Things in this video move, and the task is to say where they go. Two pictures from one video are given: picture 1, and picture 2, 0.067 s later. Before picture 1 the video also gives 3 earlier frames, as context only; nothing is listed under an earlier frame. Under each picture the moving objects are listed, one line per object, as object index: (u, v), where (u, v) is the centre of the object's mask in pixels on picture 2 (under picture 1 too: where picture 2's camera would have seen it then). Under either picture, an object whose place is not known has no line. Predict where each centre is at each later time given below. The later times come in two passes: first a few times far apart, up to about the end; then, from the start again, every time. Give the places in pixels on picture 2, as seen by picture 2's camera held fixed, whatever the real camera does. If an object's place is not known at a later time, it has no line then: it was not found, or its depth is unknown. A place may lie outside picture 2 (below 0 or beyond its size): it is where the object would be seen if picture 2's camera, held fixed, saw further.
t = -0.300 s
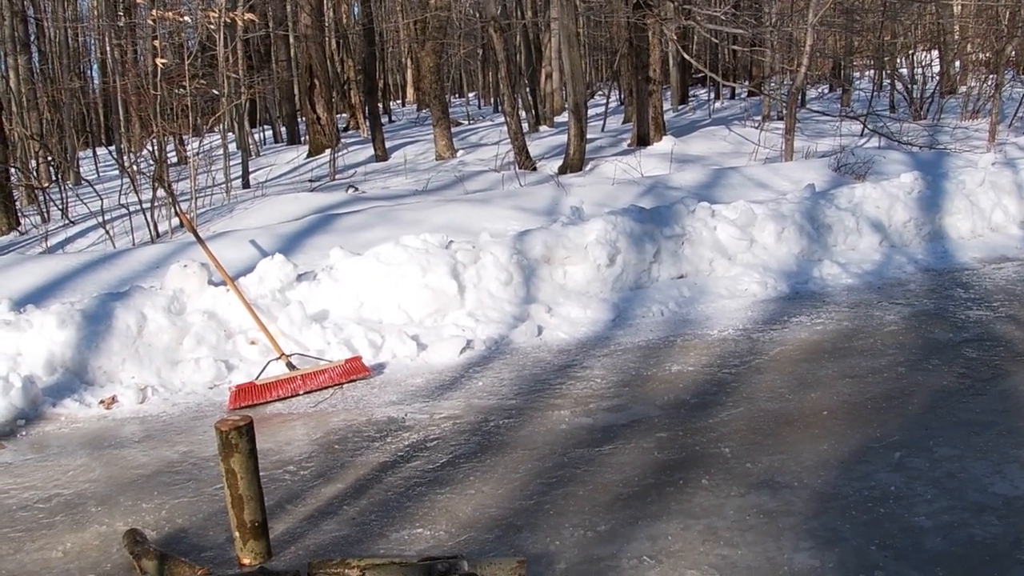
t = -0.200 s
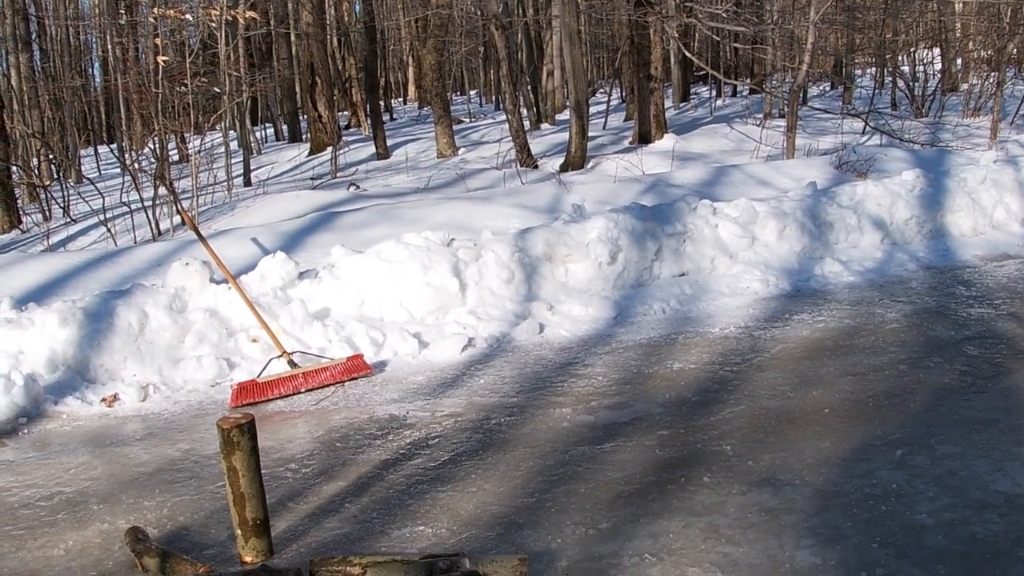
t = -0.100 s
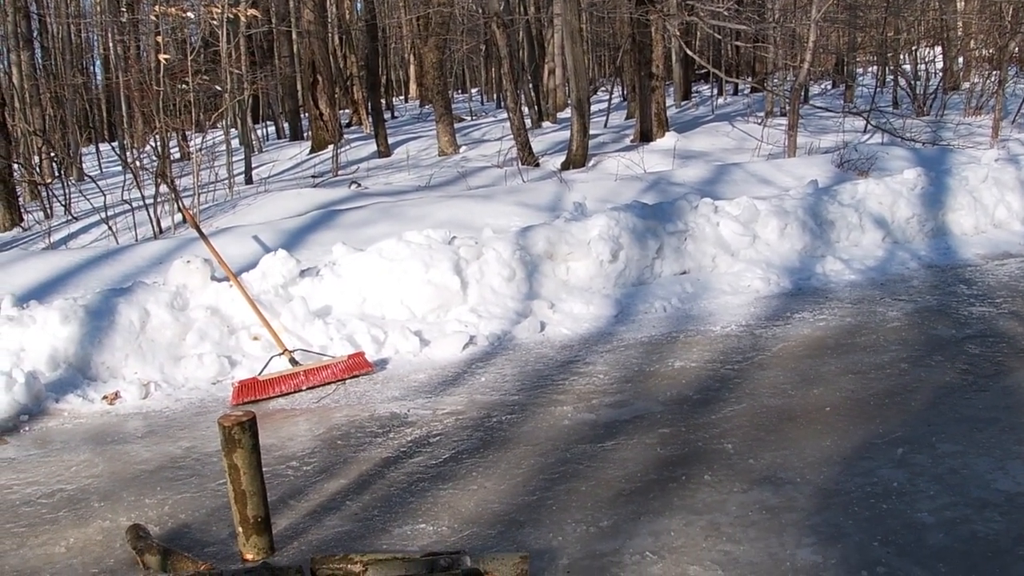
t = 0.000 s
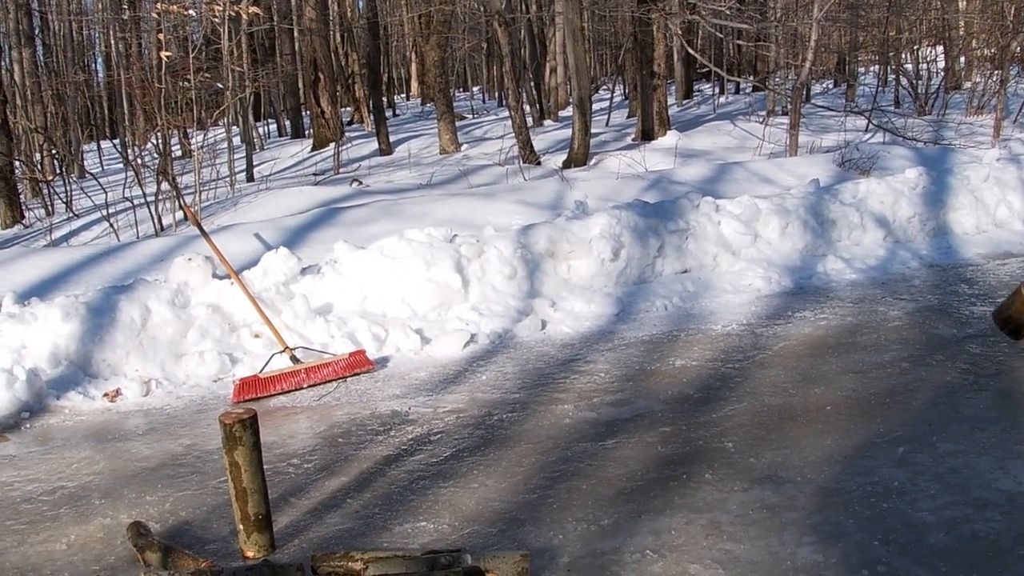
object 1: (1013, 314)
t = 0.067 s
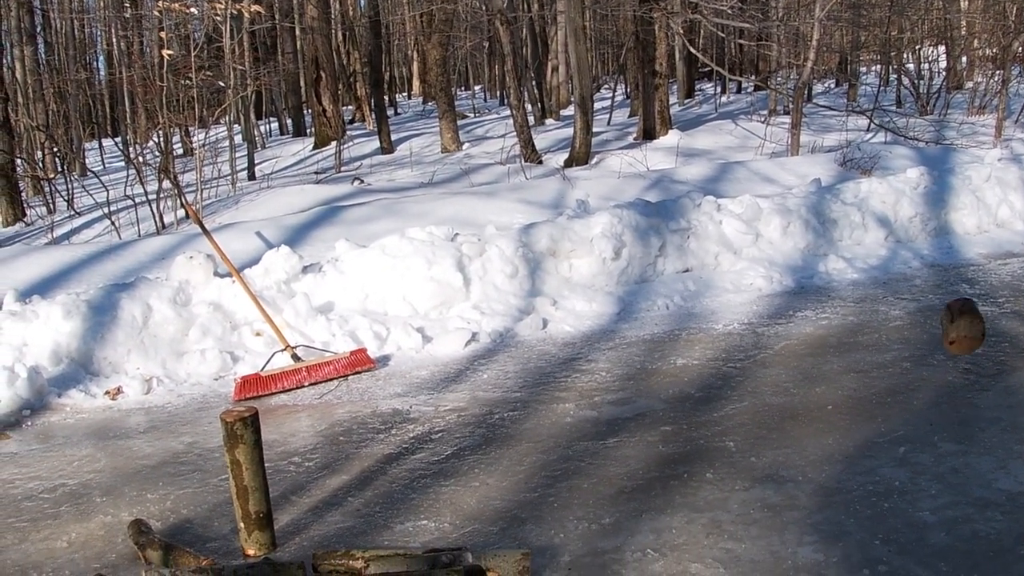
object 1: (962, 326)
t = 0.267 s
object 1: (742, 393)
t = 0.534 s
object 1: (372, 455)
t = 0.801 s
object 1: (-6, 508)
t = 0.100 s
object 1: (928, 338)
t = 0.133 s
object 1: (890, 354)
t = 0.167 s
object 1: (853, 372)
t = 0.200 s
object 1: (820, 376)
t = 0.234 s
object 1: (783, 381)
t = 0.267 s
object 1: (742, 393)
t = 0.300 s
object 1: (700, 403)
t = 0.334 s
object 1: (660, 408)
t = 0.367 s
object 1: (616, 416)
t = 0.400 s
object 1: (567, 430)
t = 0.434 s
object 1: (521, 442)
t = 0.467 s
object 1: (473, 444)
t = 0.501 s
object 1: (425, 448)
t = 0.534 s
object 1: (372, 455)
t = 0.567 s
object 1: (318, 470)
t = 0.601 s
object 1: (284, 477)
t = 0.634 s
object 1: (206, 498)
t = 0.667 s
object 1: (159, 500)
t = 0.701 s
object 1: (109, 501)
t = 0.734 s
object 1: (62, 504)
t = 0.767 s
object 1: (18, 508)
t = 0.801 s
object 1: (-6, 508)
